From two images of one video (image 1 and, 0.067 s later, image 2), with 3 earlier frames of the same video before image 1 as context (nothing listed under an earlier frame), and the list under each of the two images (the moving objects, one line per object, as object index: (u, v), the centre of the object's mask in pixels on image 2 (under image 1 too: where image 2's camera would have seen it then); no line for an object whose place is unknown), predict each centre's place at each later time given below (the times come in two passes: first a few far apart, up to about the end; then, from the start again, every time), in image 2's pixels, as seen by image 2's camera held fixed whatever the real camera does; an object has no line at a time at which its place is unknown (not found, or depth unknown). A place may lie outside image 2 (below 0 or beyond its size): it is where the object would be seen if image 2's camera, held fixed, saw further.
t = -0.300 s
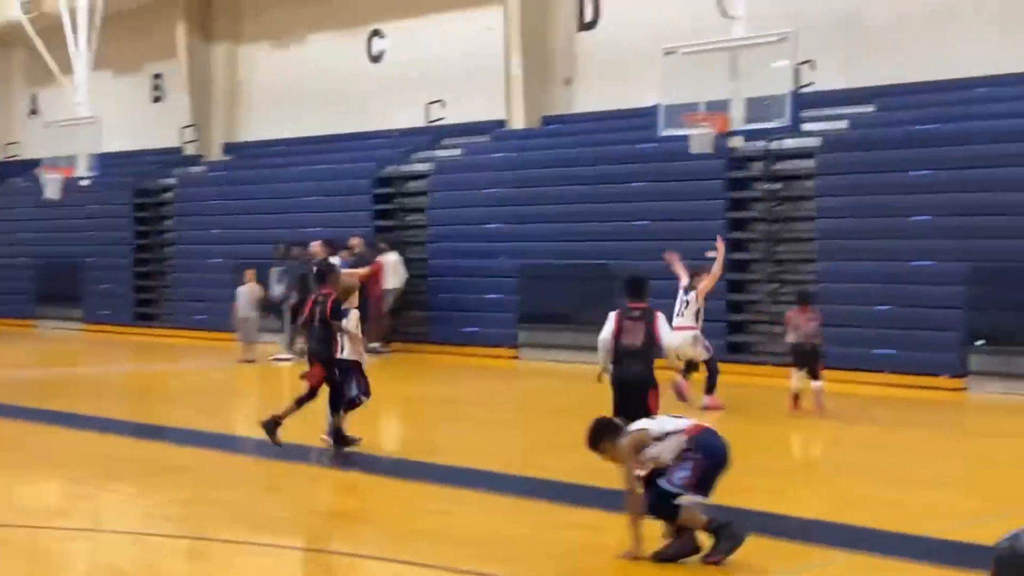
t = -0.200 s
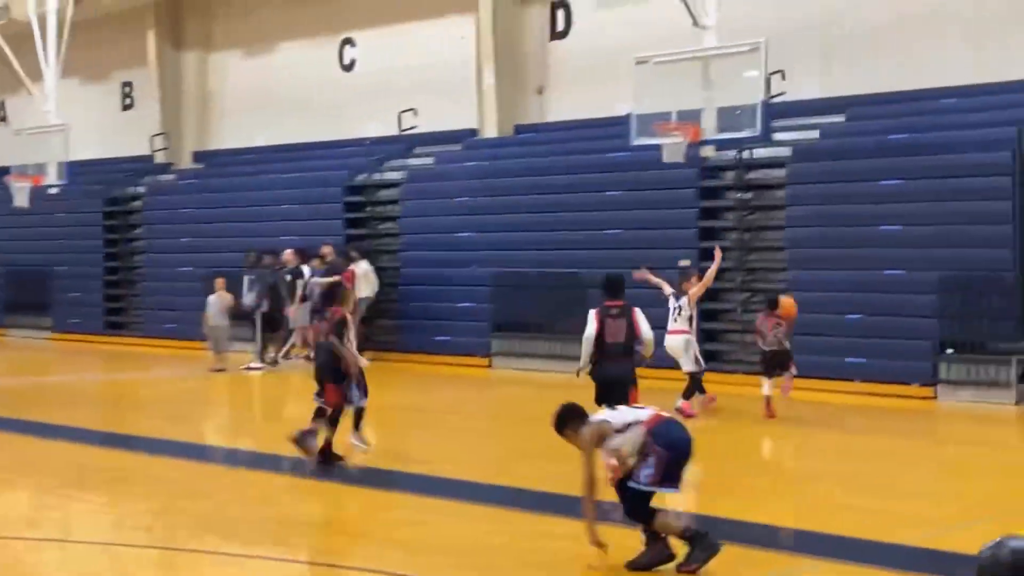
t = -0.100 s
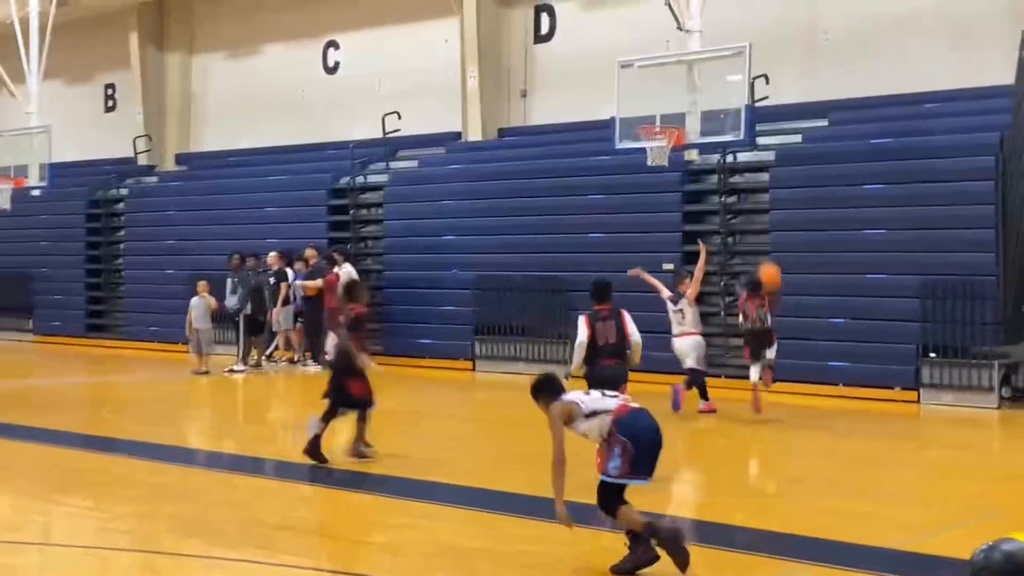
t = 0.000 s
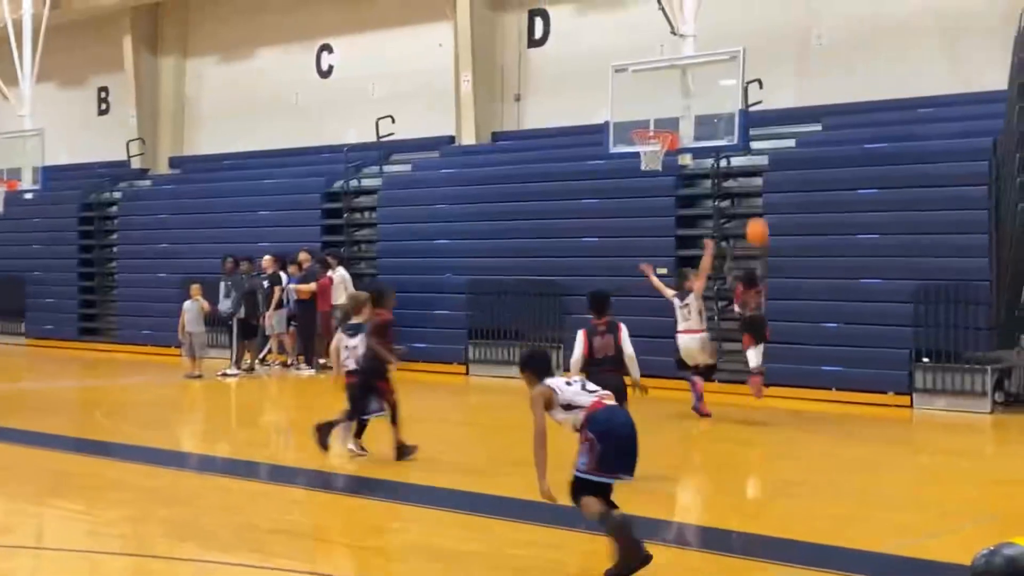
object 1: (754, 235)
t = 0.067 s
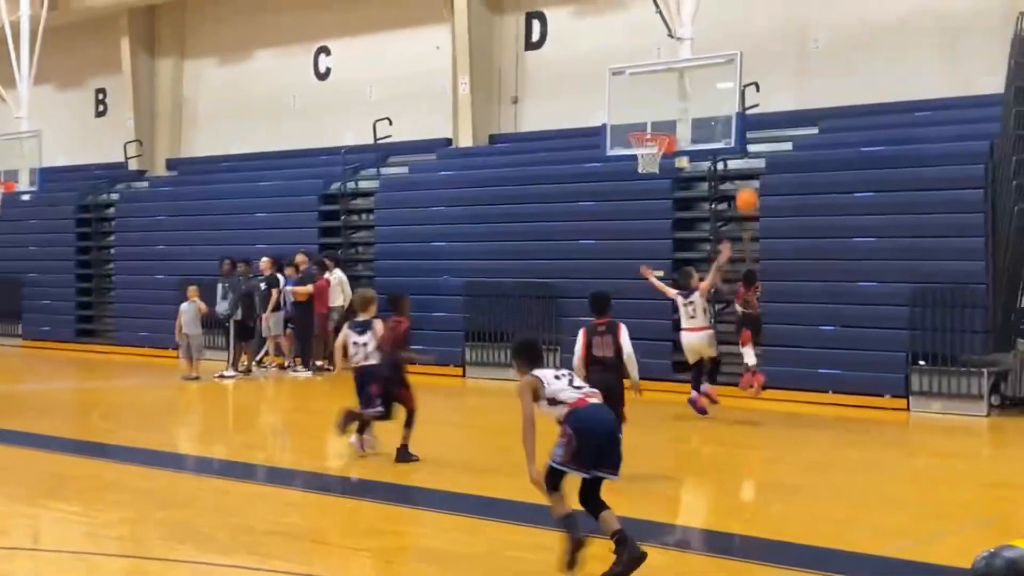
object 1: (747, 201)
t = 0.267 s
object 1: (725, 129)
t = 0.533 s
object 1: (699, 98)
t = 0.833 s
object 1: (656, 125)
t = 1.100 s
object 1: (640, 162)
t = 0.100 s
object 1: (742, 185)
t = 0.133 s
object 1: (740, 172)
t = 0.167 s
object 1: (736, 159)
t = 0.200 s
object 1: (733, 149)
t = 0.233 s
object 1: (729, 139)
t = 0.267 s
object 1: (725, 129)
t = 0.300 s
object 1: (721, 122)
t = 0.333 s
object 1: (719, 115)
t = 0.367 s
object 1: (715, 109)
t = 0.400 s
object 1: (712, 105)
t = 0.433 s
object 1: (708, 102)
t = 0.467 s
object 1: (705, 99)
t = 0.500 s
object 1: (702, 98)
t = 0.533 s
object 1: (699, 98)
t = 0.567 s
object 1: (696, 98)
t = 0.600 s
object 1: (693, 99)
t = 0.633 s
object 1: (688, 101)
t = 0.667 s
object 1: (683, 103)
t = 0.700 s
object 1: (677, 105)
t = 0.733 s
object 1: (672, 109)
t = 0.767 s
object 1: (667, 113)
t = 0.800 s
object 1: (662, 119)
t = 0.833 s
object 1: (656, 125)
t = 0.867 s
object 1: (651, 130)
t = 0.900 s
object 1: (646, 142)
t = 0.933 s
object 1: (642, 149)
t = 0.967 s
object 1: (639, 153)
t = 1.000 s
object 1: (638, 154)
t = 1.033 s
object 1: (638, 157)
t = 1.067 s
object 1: (638, 160)
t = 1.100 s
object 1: (640, 162)
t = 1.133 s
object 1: (639, 166)
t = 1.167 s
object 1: (640, 170)
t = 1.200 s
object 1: (642, 176)
